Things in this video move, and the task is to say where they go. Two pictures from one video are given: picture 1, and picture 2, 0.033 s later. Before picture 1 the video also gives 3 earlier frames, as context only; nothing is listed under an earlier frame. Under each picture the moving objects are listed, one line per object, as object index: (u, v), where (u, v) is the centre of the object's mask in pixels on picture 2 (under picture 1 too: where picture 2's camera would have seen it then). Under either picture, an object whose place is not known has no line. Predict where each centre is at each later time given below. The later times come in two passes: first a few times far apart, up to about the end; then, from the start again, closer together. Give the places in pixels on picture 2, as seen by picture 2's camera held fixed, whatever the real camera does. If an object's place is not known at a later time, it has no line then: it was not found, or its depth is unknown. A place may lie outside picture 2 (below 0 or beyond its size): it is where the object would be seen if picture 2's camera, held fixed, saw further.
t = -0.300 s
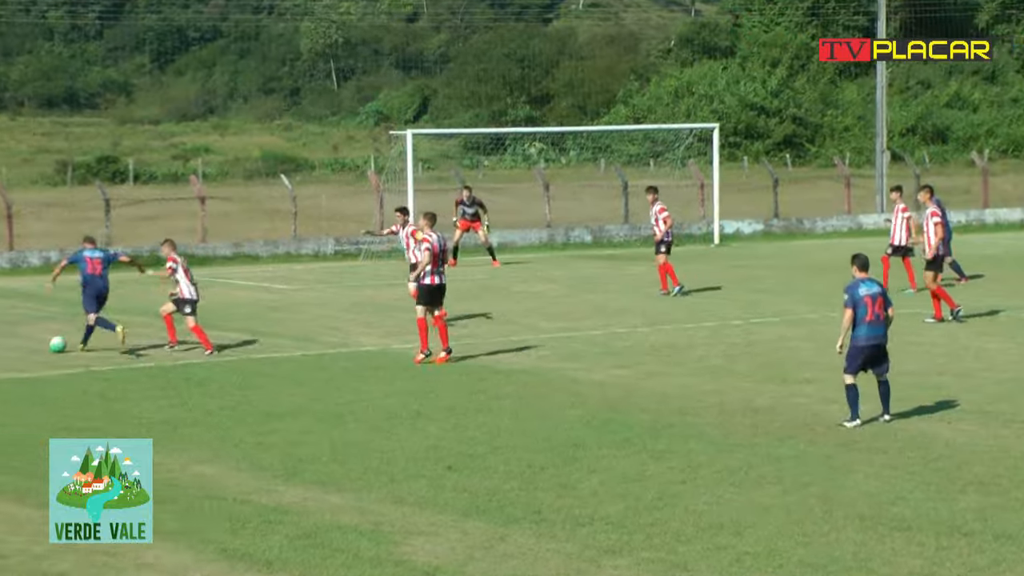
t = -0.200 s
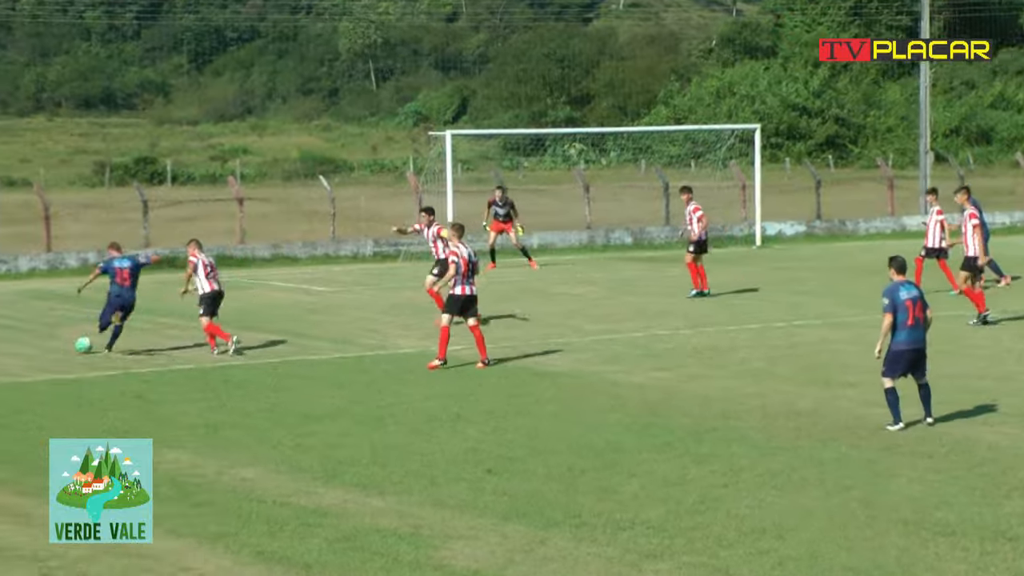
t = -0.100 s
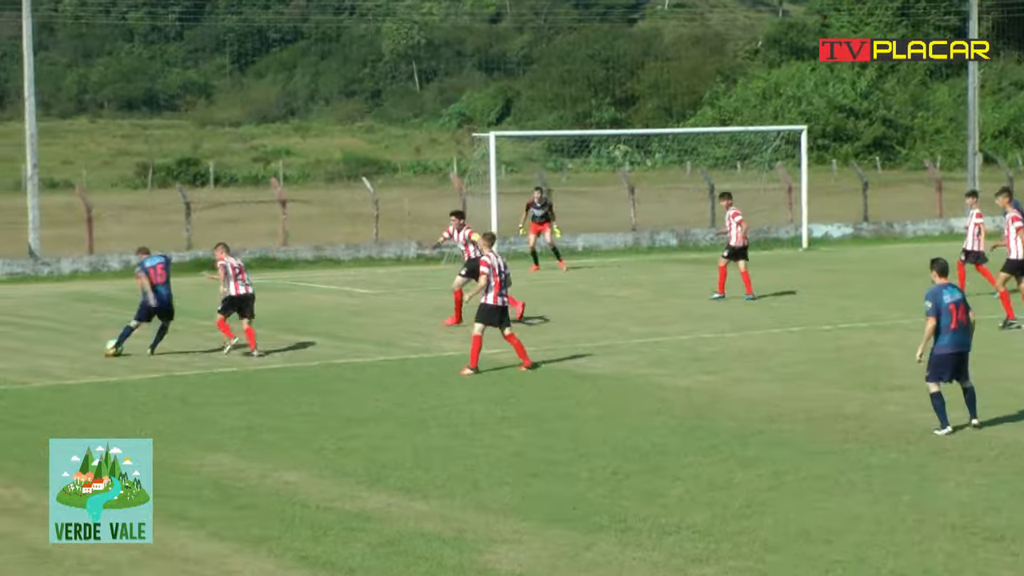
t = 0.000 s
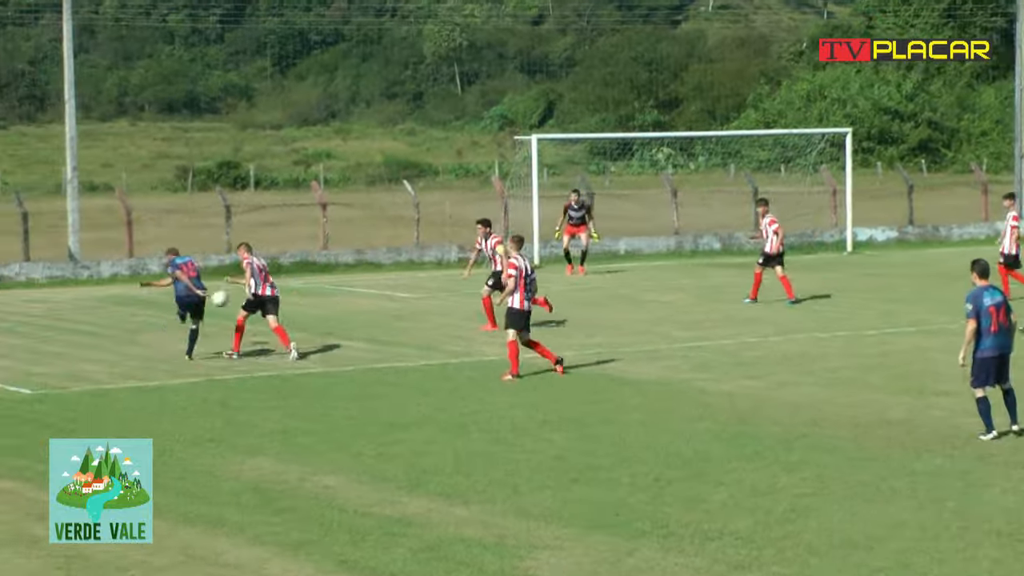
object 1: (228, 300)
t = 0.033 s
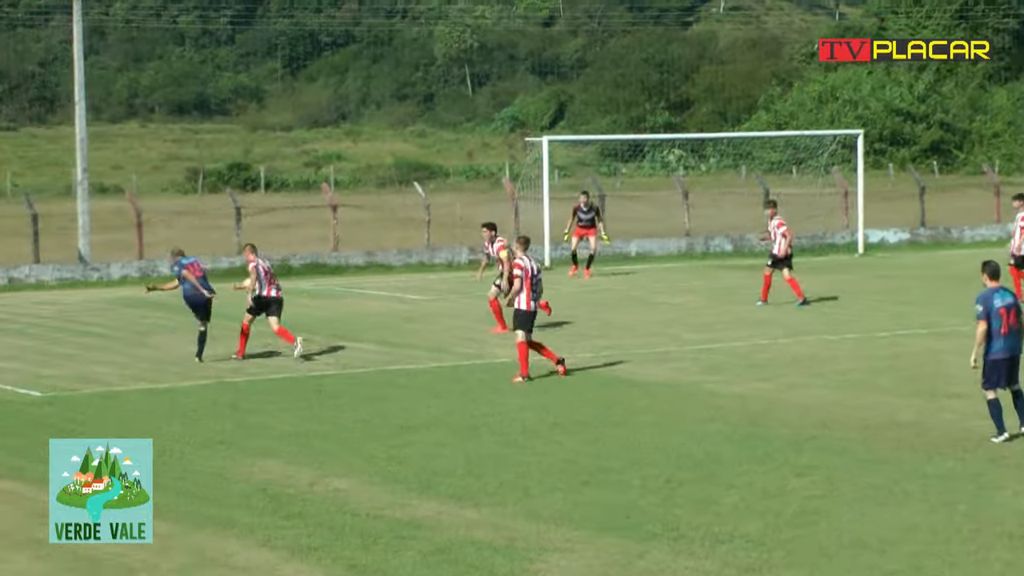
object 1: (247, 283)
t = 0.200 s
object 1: (364, 227)
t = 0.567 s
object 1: (558, 162)
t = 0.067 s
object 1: (276, 270)
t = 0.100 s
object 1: (298, 258)
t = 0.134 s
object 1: (321, 246)
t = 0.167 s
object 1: (342, 236)
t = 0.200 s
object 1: (364, 227)
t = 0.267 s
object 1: (403, 210)
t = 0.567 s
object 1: (558, 162)
